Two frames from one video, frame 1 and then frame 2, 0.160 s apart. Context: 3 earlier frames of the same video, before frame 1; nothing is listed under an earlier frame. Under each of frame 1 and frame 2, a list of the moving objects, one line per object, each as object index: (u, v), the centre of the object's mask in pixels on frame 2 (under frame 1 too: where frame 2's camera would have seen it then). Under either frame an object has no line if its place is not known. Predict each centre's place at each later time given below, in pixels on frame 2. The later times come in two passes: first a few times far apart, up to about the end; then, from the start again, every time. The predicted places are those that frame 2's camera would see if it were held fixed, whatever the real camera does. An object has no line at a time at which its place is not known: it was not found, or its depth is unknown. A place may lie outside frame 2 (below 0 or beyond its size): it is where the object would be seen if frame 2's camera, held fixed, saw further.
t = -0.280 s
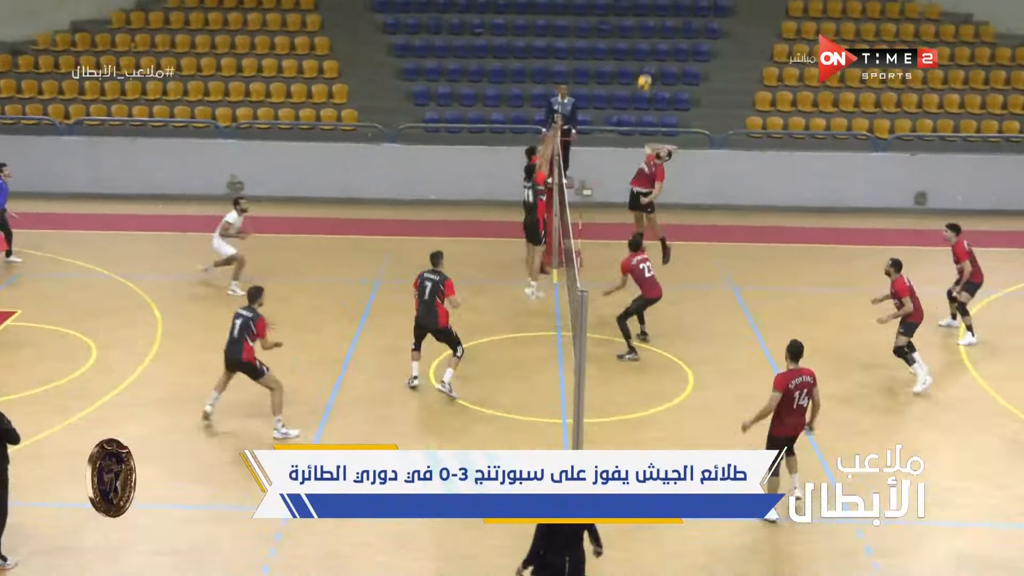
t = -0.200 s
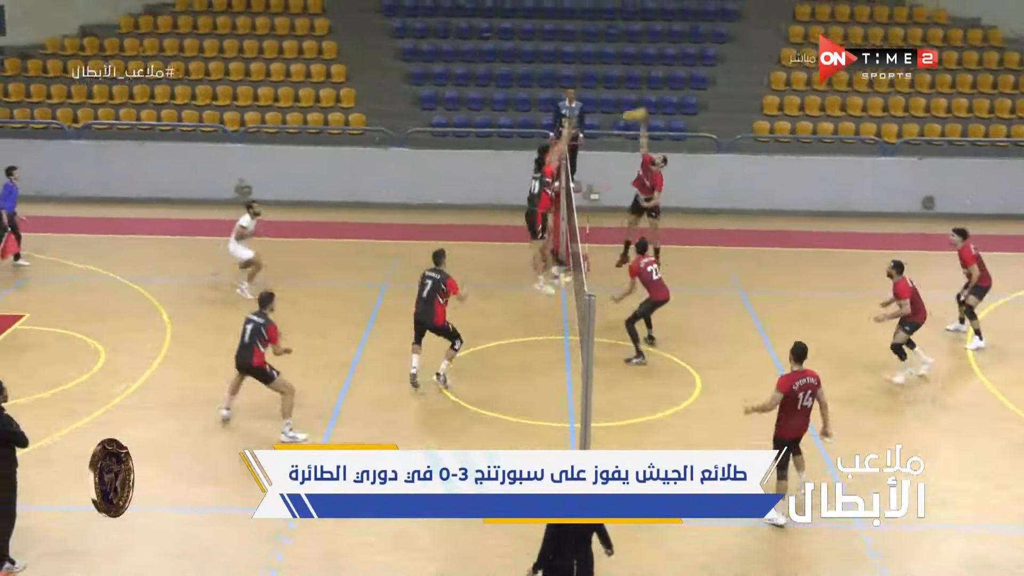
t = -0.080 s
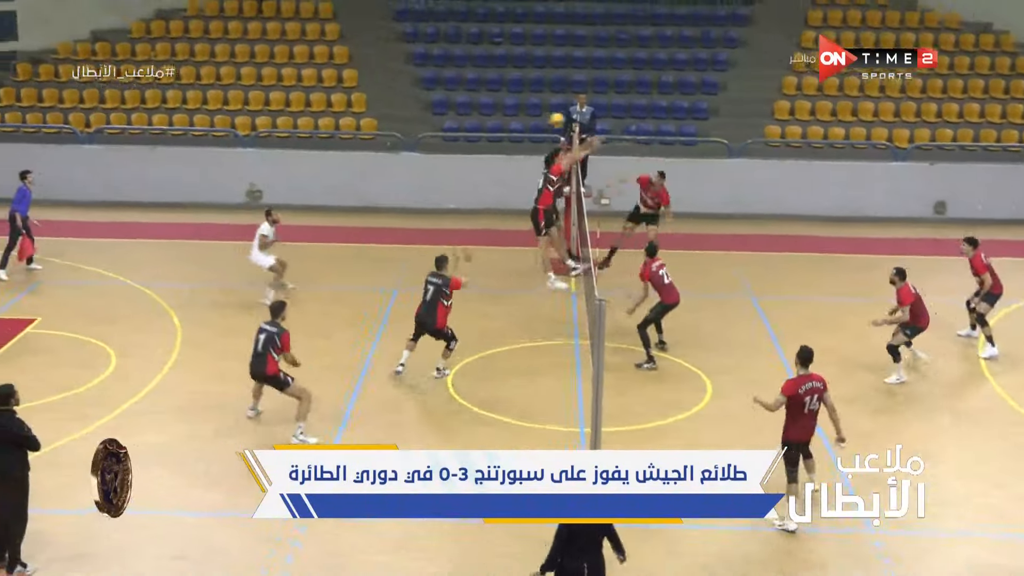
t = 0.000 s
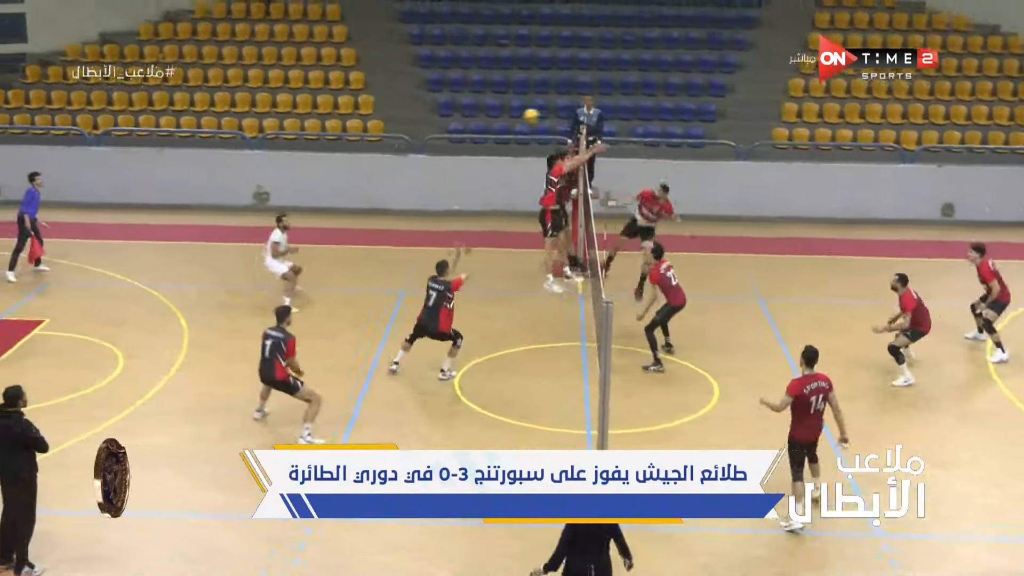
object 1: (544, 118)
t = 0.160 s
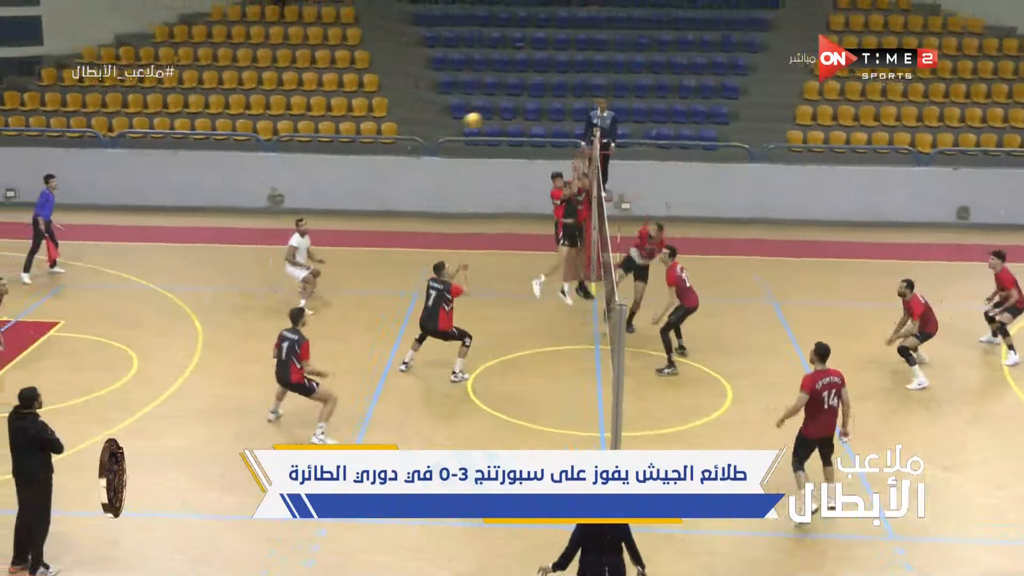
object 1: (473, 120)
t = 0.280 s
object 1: (413, 134)
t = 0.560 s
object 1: (257, 216)
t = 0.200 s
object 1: (454, 125)
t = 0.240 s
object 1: (433, 128)
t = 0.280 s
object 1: (413, 134)
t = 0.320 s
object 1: (392, 142)
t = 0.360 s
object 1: (370, 150)
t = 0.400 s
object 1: (348, 160)
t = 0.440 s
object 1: (326, 172)
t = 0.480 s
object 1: (303, 186)
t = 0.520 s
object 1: (278, 199)
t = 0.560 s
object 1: (257, 216)
